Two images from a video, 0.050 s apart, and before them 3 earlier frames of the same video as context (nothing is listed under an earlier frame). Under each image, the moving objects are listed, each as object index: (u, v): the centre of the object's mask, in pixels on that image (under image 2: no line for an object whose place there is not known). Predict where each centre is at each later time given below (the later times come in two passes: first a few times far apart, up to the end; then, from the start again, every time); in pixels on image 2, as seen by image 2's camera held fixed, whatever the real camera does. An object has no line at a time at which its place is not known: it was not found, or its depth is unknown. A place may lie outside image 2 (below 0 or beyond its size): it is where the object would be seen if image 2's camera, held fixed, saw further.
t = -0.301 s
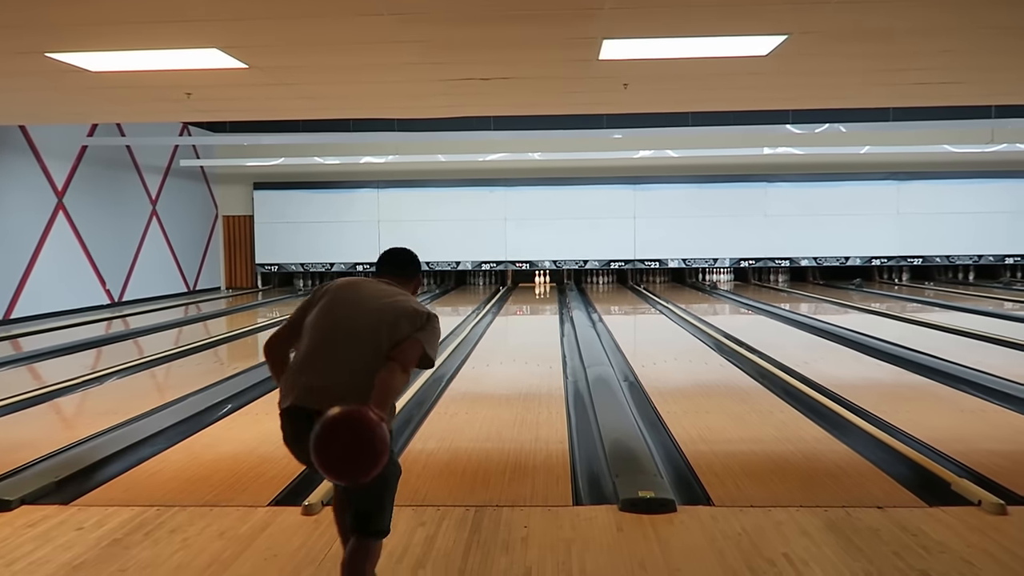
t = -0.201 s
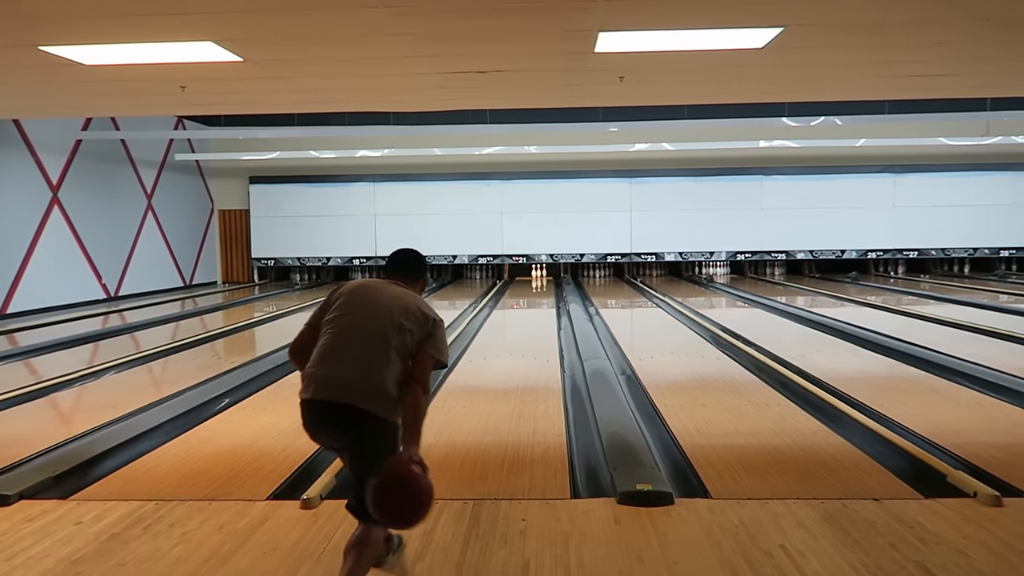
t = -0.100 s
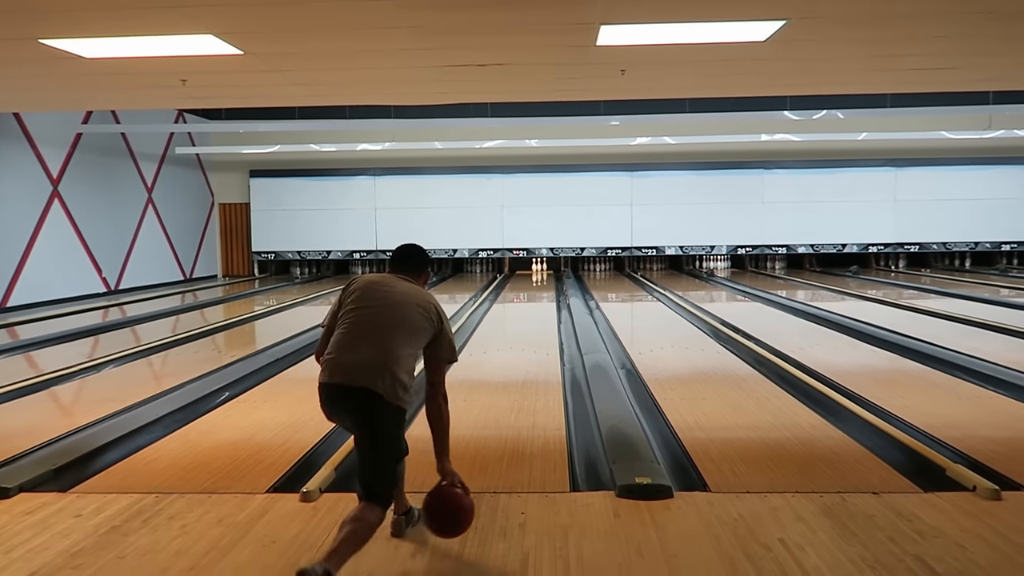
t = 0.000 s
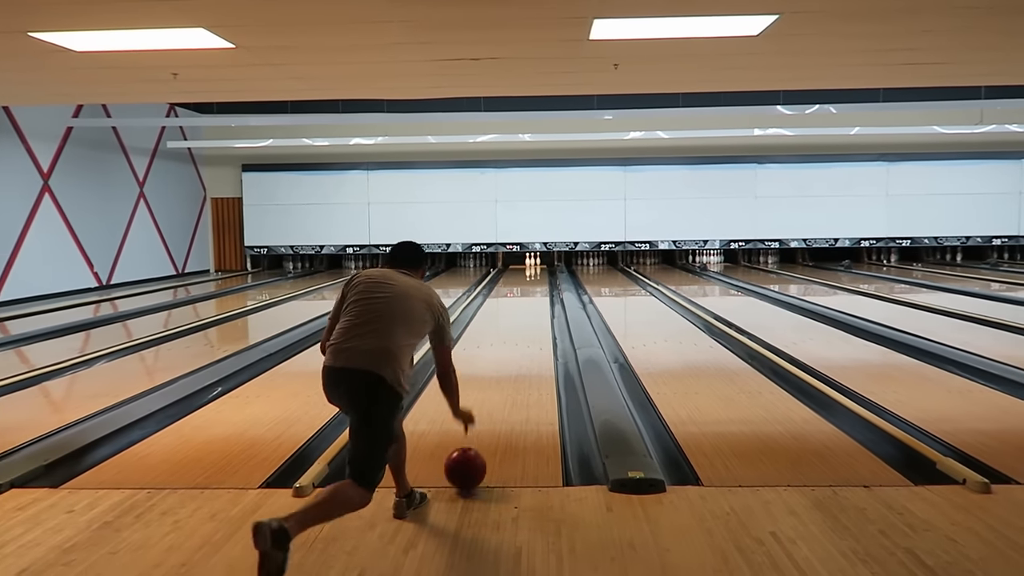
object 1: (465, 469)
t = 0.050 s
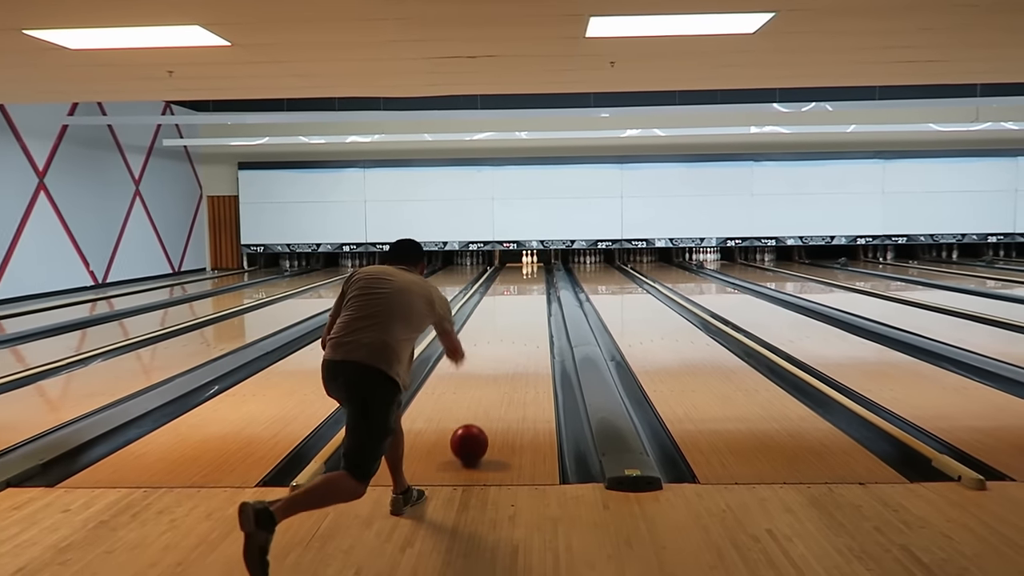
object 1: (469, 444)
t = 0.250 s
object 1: (488, 382)
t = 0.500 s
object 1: (501, 340)
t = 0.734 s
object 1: (508, 316)
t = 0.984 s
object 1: (513, 300)
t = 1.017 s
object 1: (514, 298)
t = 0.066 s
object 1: (471, 437)
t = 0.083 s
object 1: (473, 431)
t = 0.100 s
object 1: (475, 425)
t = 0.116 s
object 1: (477, 419)
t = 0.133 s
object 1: (478, 413)
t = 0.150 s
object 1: (480, 408)
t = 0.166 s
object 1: (481, 403)
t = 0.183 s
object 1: (483, 398)
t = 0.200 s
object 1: (484, 394)
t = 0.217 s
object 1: (485, 390)
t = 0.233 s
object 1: (486, 386)
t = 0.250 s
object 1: (488, 382)
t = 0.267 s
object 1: (488, 378)
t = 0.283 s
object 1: (490, 375)
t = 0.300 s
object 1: (491, 371)
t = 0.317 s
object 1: (492, 368)
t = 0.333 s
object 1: (493, 365)
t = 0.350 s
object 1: (494, 362)
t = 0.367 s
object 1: (494, 360)
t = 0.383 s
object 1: (495, 357)
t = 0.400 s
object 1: (496, 354)
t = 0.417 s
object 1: (497, 352)
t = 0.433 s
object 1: (498, 349)
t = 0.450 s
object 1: (499, 347)
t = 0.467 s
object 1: (499, 345)
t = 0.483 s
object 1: (500, 342)
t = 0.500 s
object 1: (501, 340)
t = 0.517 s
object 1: (501, 338)
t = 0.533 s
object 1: (502, 336)
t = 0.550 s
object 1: (503, 334)
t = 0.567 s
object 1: (503, 332)
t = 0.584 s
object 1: (504, 330)
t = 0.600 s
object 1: (505, 328)
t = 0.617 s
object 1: (505, 327)
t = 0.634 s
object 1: (505, 325)
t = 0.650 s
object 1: (506, 324)
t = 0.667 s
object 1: (506, 322)
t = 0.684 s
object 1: (507, 320)
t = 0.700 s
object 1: (507, 319)
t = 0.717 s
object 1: (508, 317)
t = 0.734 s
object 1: (508, 316)
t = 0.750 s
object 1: (509, 315)
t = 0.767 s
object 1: (509, 314)
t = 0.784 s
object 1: (509, 312)
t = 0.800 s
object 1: (509, 311)
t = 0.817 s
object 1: (510, 310)
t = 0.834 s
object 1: (510, 309)
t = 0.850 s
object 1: (511, 308)
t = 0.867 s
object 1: (511, 307)
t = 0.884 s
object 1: (511, 306)
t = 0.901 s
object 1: (512, 305)
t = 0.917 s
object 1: (512, 303)
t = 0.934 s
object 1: (512, 303)
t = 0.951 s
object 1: (513, 302)
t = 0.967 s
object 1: (513, 301)
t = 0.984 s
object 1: (513, 300)
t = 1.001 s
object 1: (514, 299)
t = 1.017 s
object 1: (514, 298)
